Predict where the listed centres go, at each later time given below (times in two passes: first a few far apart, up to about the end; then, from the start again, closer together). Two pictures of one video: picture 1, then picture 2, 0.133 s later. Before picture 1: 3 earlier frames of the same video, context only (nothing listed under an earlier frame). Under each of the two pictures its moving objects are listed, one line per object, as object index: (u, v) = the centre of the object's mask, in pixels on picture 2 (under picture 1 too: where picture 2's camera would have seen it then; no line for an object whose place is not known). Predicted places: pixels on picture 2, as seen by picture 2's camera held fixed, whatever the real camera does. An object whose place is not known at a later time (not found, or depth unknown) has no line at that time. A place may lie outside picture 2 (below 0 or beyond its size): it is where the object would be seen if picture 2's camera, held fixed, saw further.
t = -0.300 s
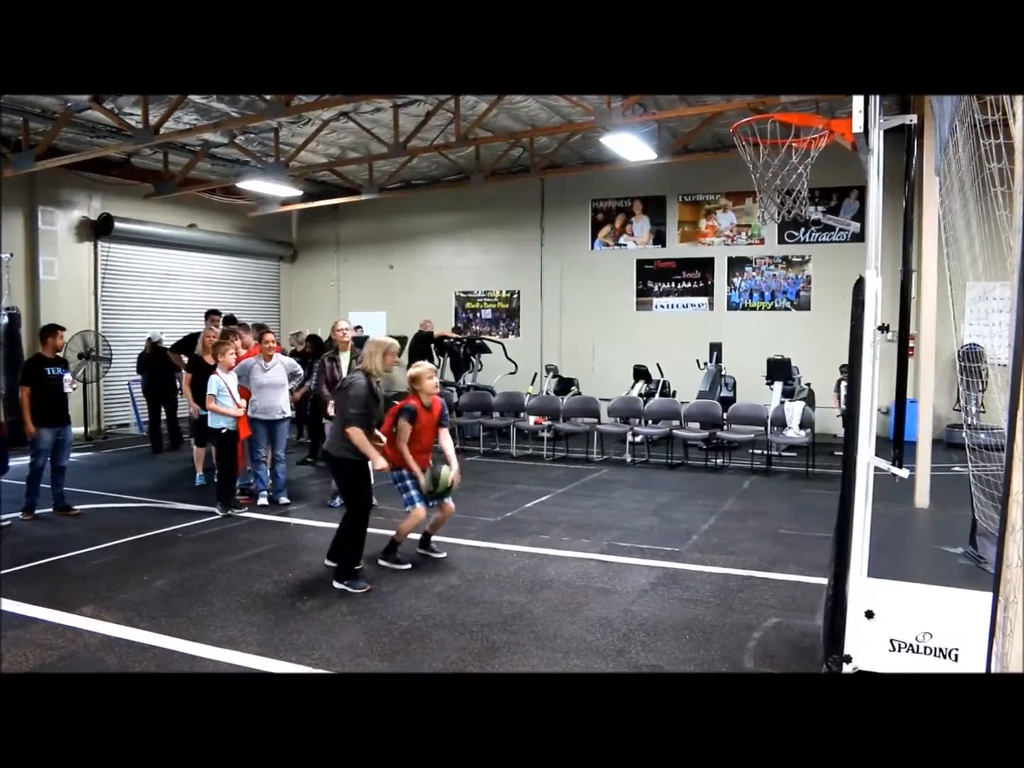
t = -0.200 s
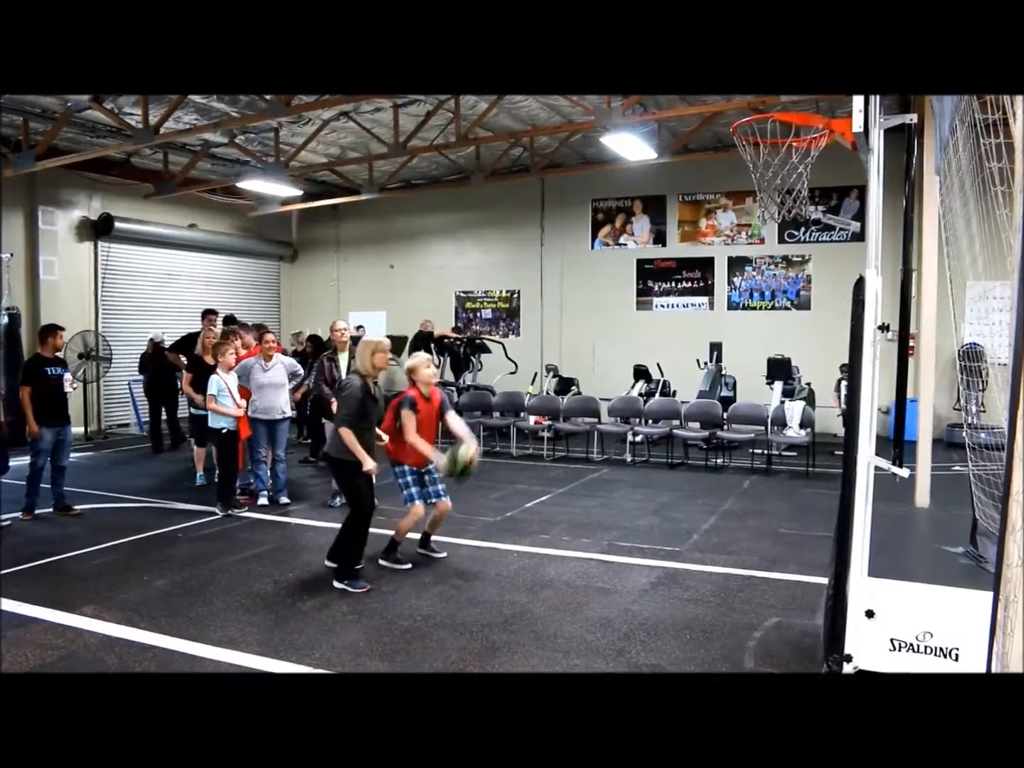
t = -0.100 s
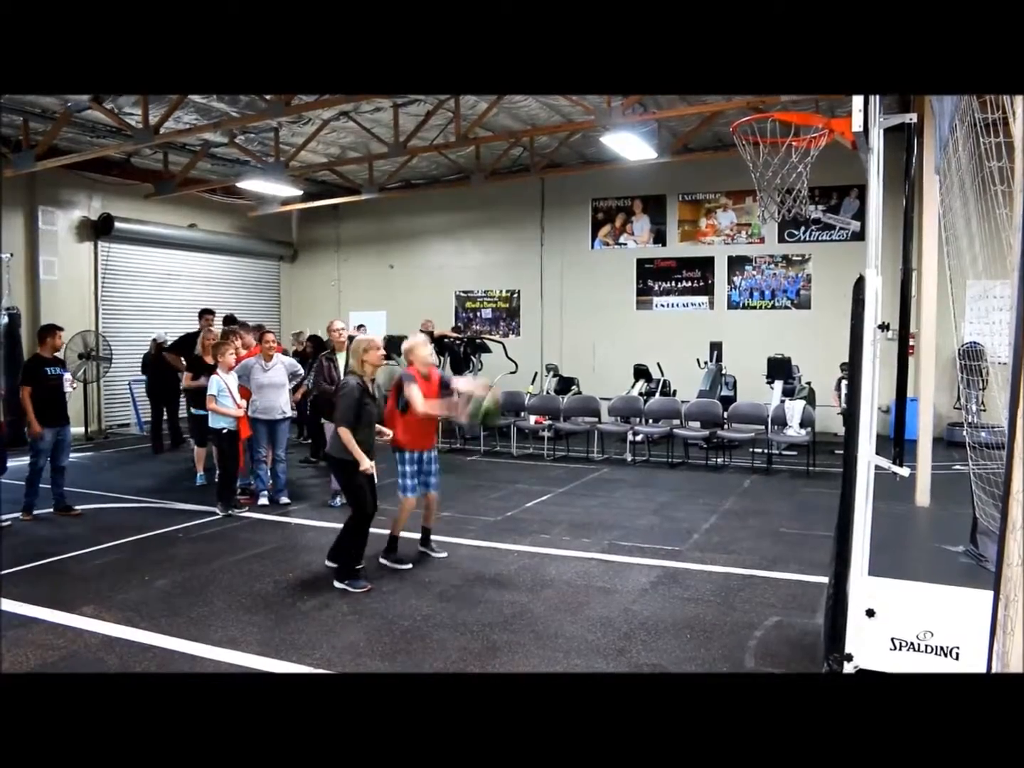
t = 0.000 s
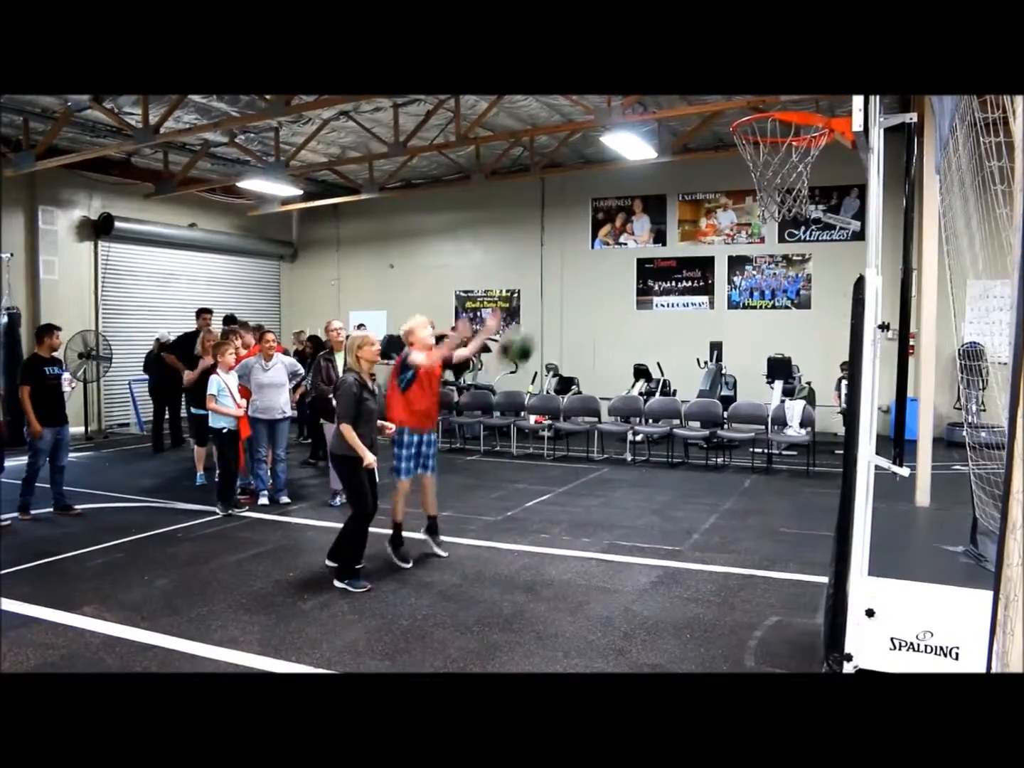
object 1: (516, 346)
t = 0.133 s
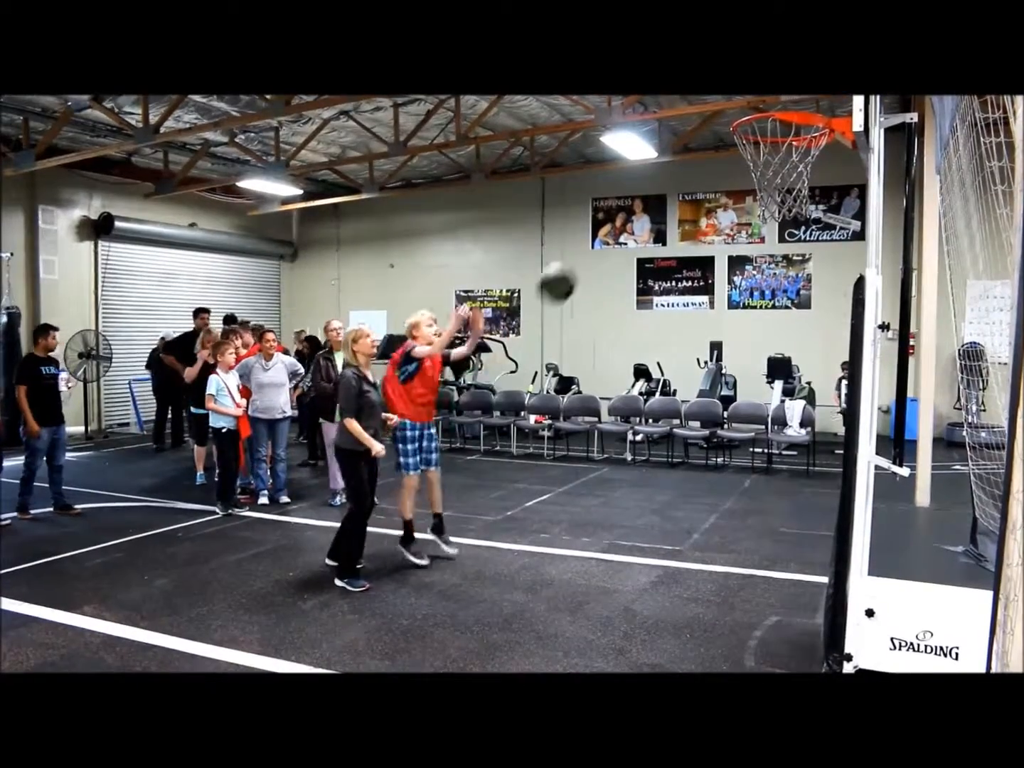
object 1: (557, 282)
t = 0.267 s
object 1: (599, 243)
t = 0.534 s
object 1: (694, 252)
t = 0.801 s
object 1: (787, 381)
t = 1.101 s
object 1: (882, 558)
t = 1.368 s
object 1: (916, 452)
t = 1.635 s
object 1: (937, 454)
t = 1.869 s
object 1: (955, 541)
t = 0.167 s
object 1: (569, 270)
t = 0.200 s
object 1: (578, 263)
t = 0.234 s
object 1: (588, 252)
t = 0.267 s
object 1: (599, 243)
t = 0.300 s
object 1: (610, 237)
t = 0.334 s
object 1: (620, 234)
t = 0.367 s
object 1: (633, 232)
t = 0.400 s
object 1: (643, 231)
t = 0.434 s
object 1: (655, 233)
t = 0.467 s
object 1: (666, 237)
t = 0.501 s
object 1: (679, 241)
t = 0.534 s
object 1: (694, 252)
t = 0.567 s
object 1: (703, 258)
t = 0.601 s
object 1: (714, 271)
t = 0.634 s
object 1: (726, 286)
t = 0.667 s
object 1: (739, 303)
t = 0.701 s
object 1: (750, 319)
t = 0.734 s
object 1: (763, 339)
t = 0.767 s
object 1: (775, 362)
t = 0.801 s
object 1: (787, 381)
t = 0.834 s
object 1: (801, 409)
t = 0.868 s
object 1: (815, 444)
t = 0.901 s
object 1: (824, 464)
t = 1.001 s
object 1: (872, 568)
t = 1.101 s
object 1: (882, 558)
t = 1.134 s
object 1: (884, 538)
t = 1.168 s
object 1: (887, 521)
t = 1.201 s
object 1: (889, 505)
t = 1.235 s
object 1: (894, 492)
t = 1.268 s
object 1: (896, 482)
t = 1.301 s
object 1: (905, 471)
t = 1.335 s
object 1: (914, 457)
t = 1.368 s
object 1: (916, 452)
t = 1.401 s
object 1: (917, 445)
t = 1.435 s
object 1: (919, 442)
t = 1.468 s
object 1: (922, 440)
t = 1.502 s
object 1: (925, 440)
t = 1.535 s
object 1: (929, 441)
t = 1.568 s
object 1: (933, 444)
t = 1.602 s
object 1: (934, 449)
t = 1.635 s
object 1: (937, 454)
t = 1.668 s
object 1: (939, 464)
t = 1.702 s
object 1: (942, 473)
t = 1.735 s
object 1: (944, 486)
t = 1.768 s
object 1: (948, 496)
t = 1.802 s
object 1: (951, 509)
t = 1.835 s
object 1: (953, 527)
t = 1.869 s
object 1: (955, 541)
